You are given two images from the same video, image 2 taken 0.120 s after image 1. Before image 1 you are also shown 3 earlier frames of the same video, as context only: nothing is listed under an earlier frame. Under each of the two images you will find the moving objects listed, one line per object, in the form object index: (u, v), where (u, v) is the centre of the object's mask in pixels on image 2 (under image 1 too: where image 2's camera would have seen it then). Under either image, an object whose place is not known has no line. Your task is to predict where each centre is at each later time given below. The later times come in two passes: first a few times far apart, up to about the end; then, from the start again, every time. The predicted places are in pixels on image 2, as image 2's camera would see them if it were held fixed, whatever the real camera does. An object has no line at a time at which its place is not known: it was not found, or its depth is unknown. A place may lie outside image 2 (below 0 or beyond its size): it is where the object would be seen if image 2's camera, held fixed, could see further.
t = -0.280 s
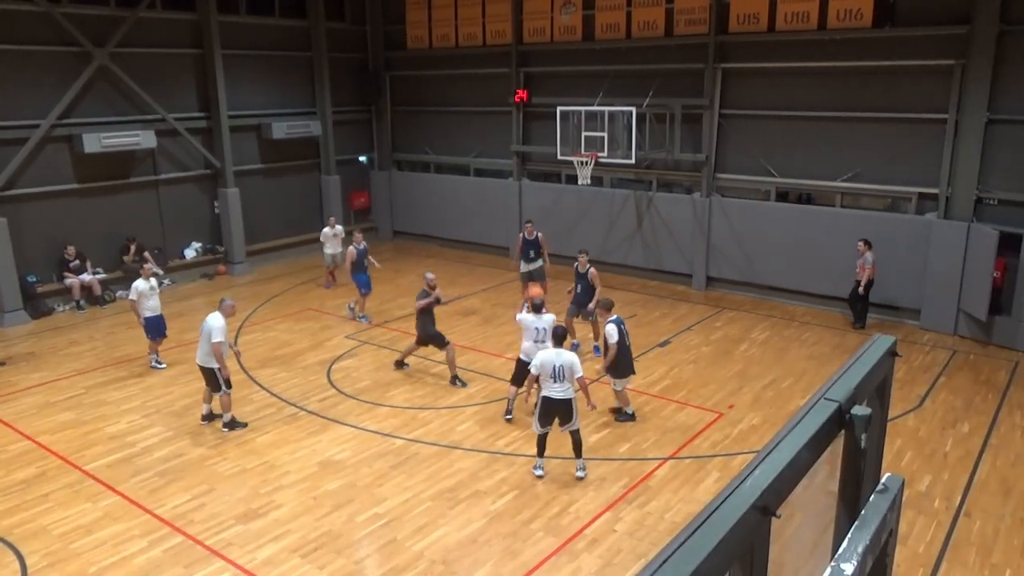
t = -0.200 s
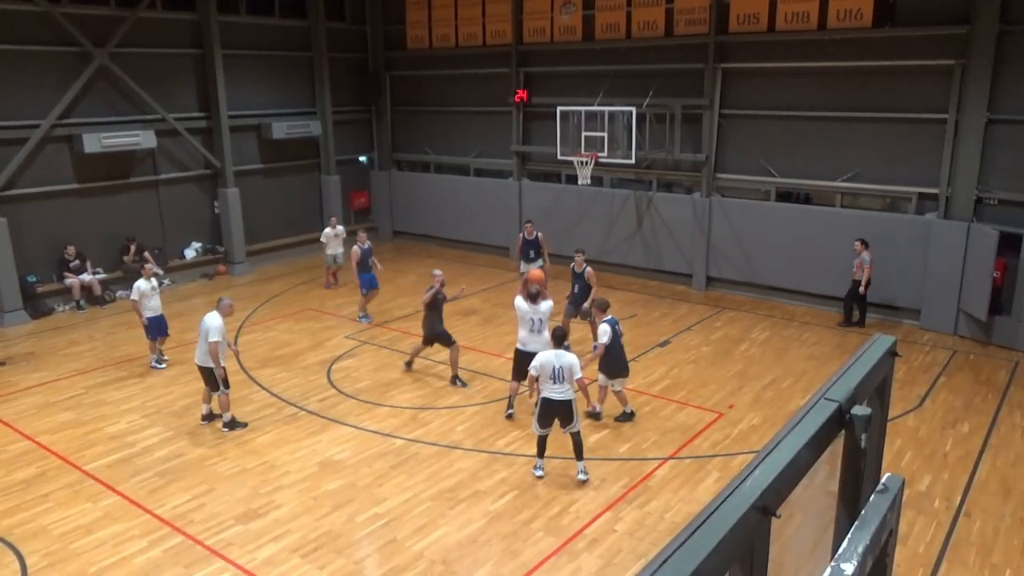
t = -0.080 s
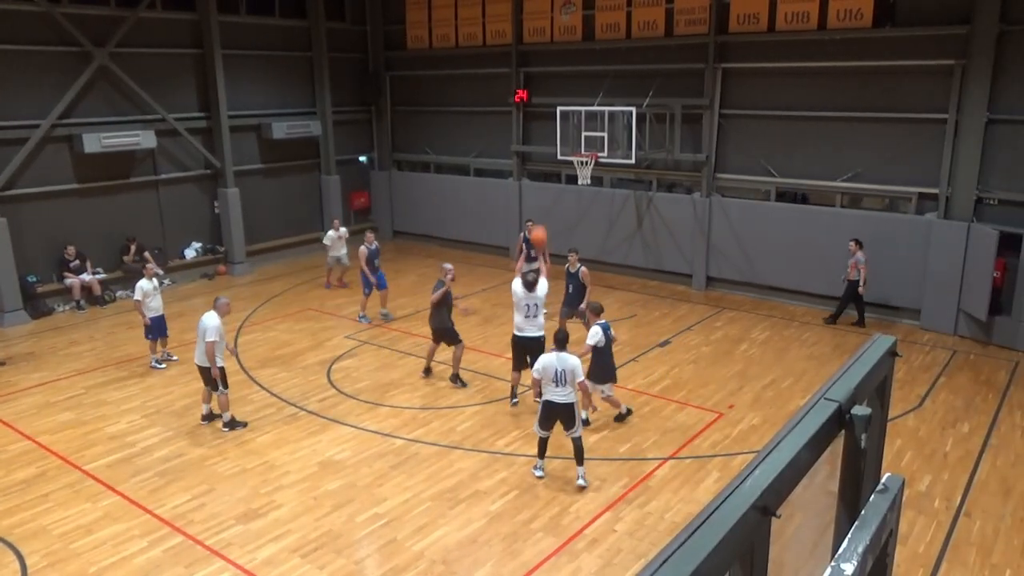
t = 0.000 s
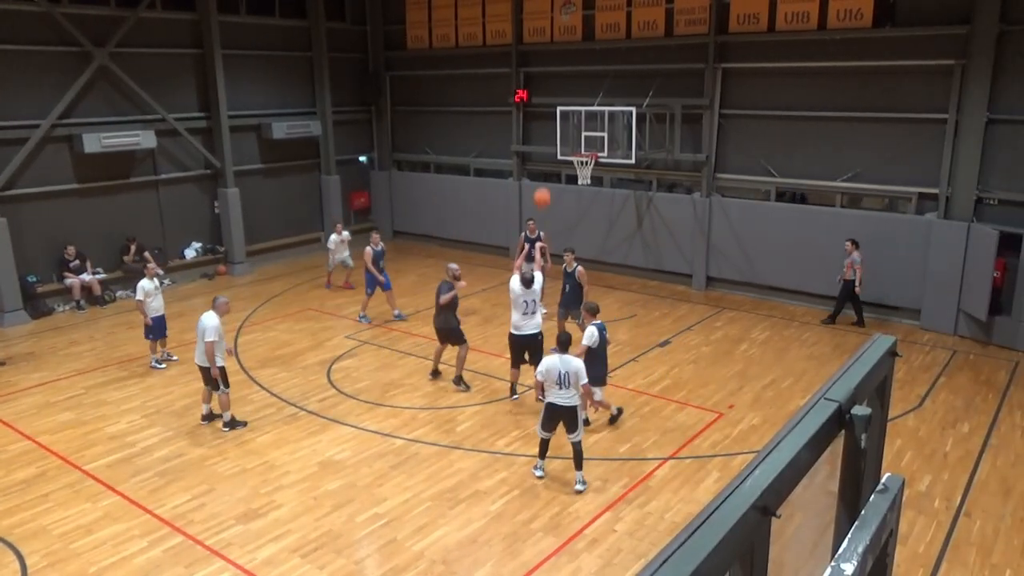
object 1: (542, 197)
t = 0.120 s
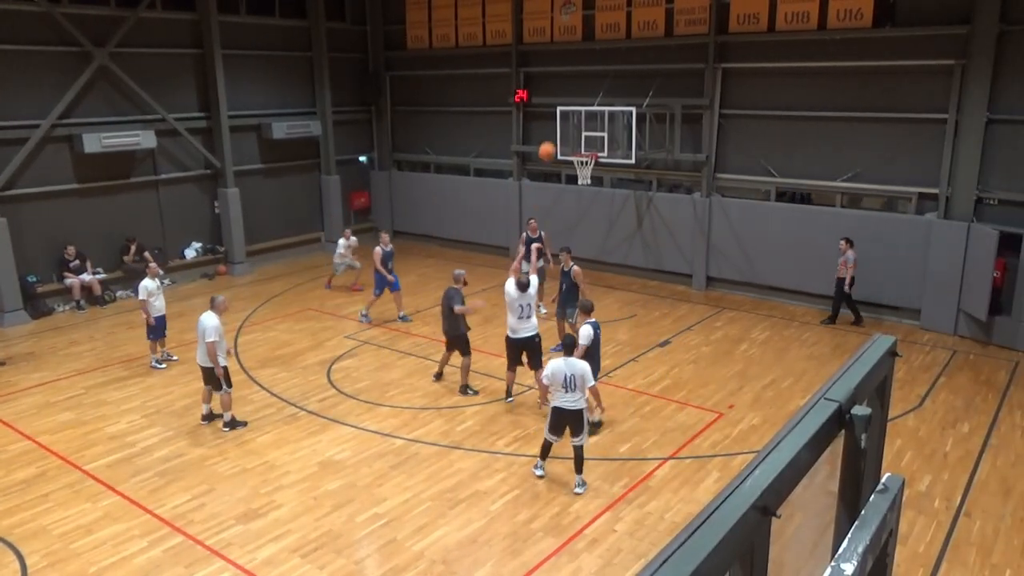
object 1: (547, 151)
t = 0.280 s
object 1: (553, 109)
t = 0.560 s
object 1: (561, 80)
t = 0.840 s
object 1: (568, 98)
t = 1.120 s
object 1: (572, 149)
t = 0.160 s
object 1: (548, 138)
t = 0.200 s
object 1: (549, 127)
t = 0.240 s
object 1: (551, 118)
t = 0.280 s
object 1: (553, 109)
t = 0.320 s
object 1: (554, 101)
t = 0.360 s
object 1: (555, 95)
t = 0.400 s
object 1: (557, 89)
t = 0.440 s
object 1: (558, 86)
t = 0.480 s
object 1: (559, 83)
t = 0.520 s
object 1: (560, 81)
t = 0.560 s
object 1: (561, 80)
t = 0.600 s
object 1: (562, 80)
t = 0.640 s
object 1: (563, 81)
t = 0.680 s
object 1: (564, 83)
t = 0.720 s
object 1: (565, 85)
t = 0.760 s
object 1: (566, 89)
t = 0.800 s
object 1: (567, 93)
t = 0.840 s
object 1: (568, 98)
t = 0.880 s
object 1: (569, 104)
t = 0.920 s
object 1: (569, 110)
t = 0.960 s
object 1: (570, 118)
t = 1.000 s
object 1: (571, 126)
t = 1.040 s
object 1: (571, 134)
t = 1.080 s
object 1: (572, 143)
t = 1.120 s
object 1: (572, 149)
